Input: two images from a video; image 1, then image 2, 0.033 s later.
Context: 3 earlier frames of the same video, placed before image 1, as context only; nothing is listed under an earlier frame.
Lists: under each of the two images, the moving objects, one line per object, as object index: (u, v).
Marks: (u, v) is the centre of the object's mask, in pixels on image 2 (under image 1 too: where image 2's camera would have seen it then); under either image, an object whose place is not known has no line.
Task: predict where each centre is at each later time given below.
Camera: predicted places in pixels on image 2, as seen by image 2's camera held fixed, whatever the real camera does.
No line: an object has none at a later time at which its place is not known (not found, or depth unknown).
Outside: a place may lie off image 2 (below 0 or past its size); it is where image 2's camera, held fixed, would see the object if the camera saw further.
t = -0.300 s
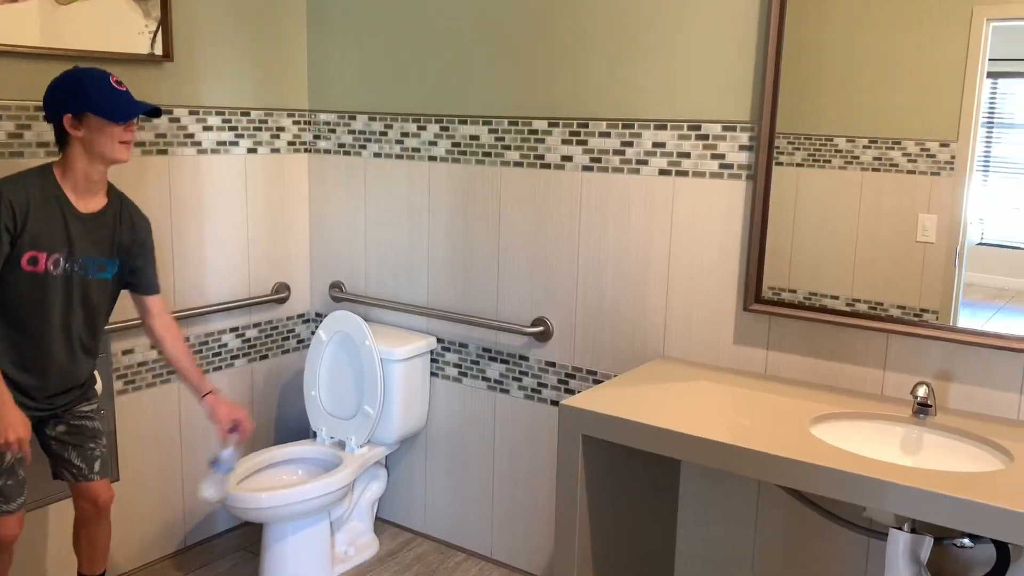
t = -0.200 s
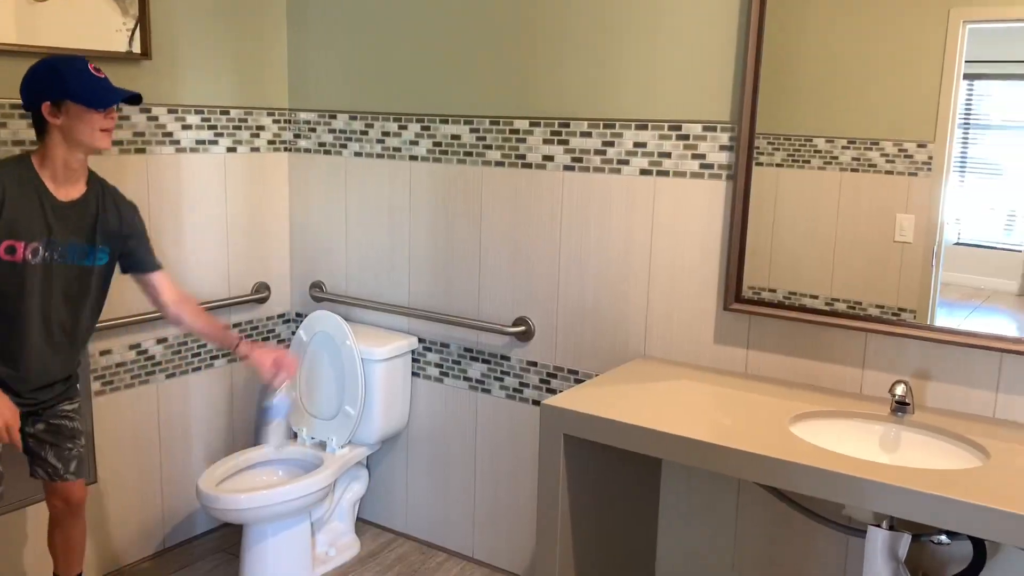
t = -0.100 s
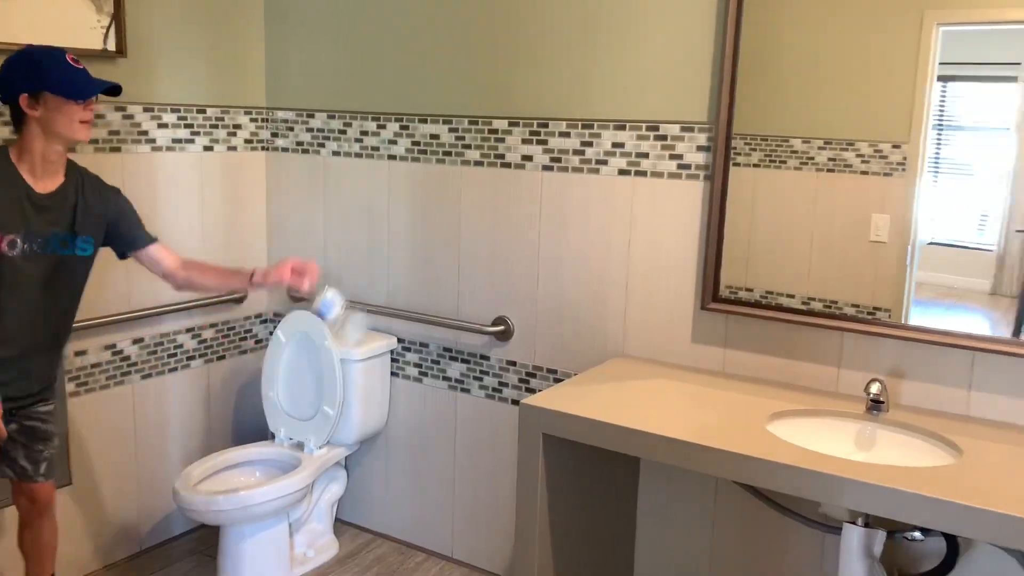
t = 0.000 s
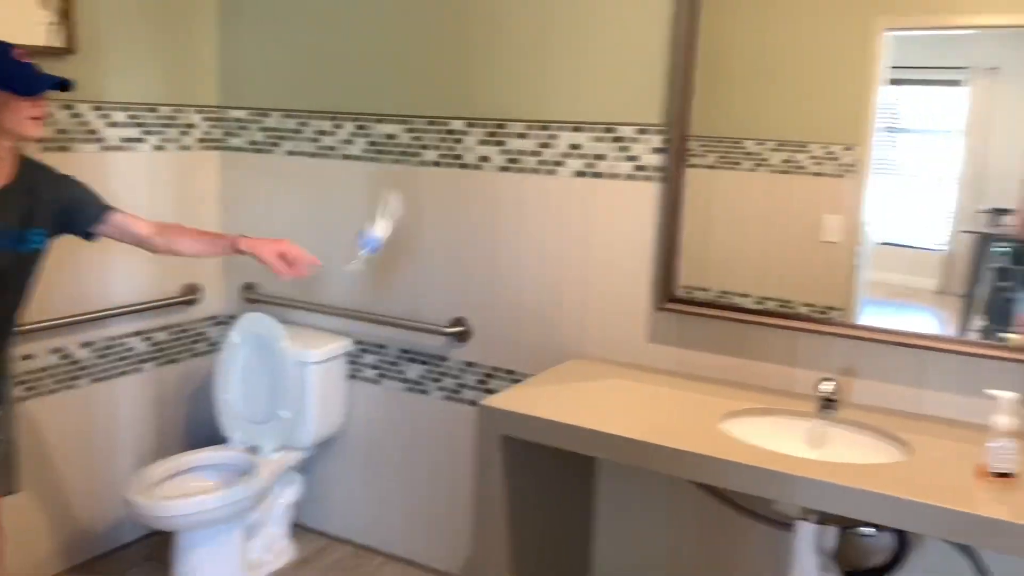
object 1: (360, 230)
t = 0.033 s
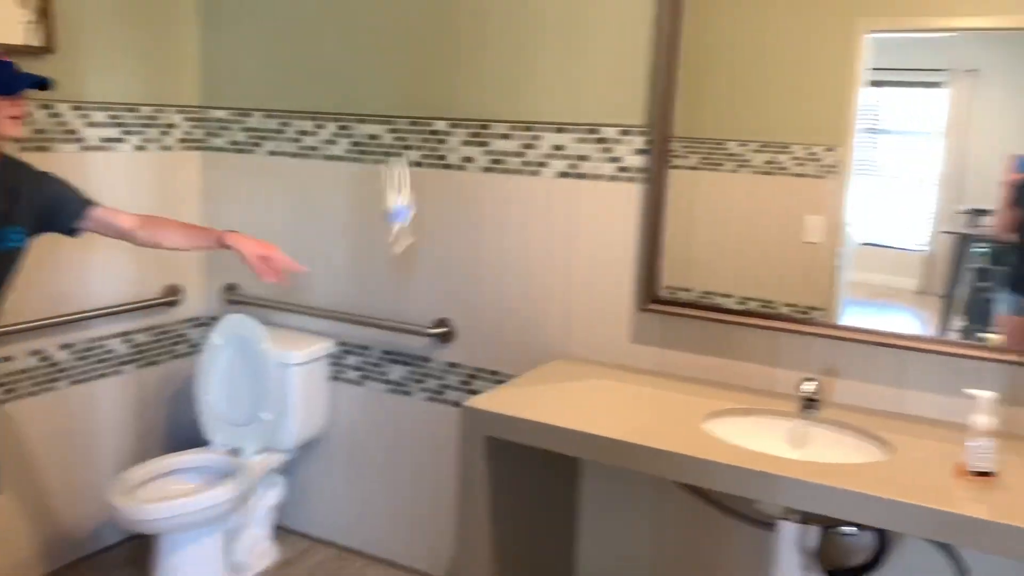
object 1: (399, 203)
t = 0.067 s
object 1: (434, 172)
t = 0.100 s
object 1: (466, 140)
